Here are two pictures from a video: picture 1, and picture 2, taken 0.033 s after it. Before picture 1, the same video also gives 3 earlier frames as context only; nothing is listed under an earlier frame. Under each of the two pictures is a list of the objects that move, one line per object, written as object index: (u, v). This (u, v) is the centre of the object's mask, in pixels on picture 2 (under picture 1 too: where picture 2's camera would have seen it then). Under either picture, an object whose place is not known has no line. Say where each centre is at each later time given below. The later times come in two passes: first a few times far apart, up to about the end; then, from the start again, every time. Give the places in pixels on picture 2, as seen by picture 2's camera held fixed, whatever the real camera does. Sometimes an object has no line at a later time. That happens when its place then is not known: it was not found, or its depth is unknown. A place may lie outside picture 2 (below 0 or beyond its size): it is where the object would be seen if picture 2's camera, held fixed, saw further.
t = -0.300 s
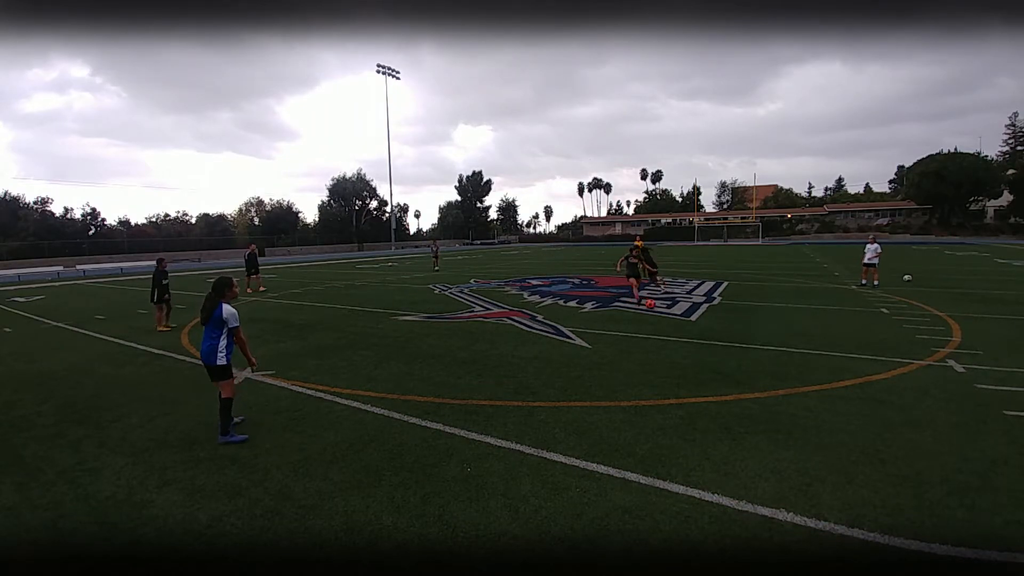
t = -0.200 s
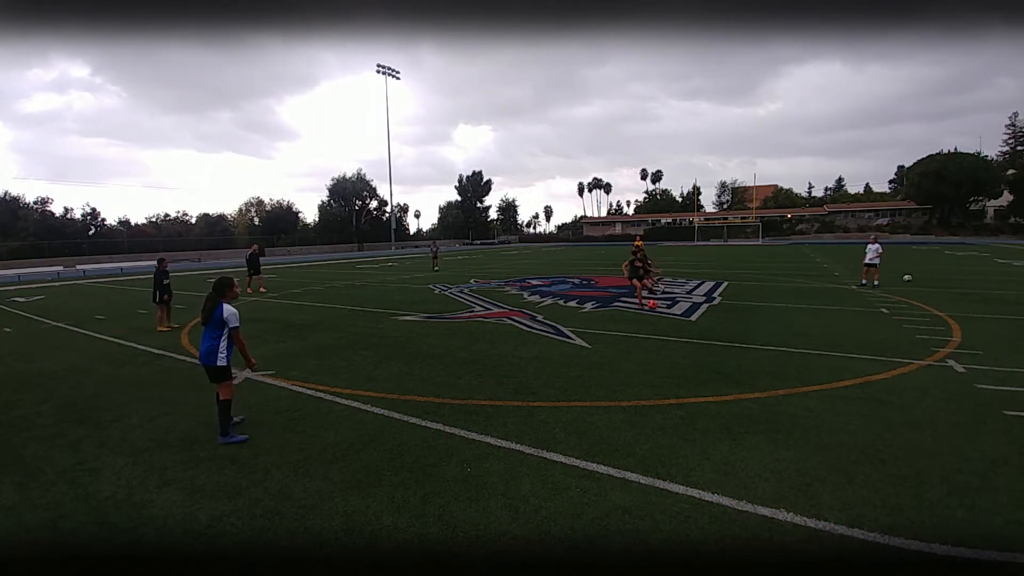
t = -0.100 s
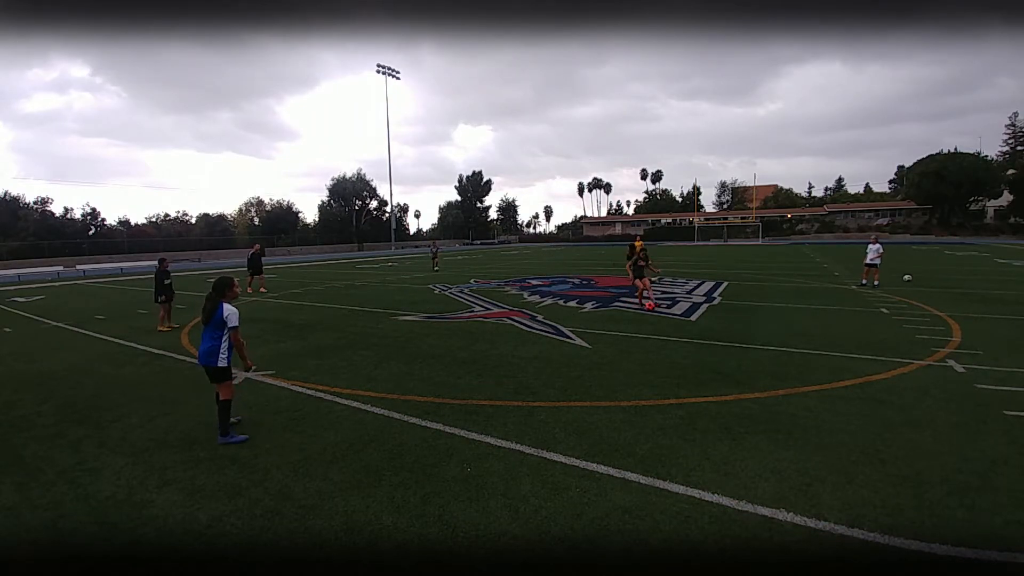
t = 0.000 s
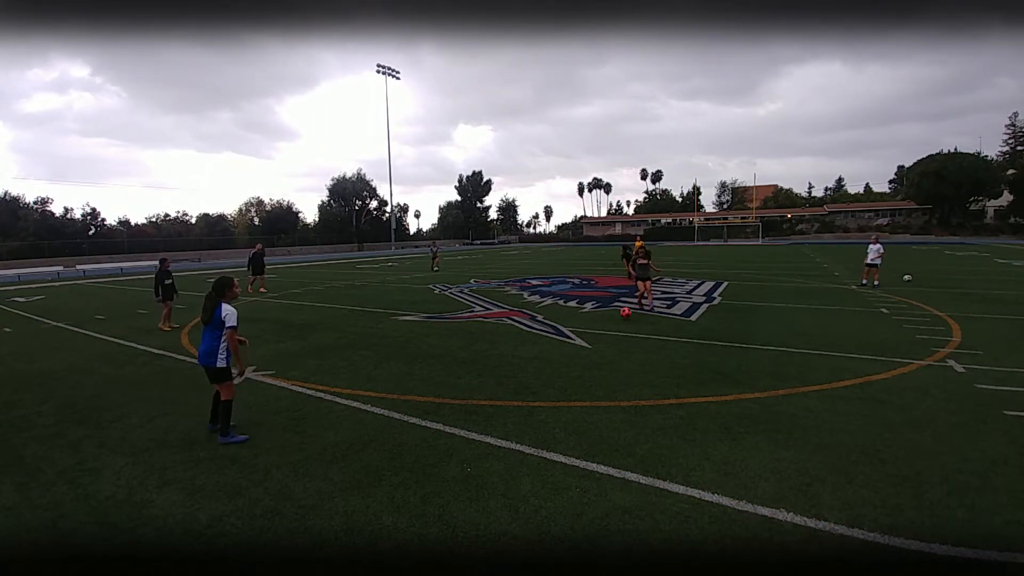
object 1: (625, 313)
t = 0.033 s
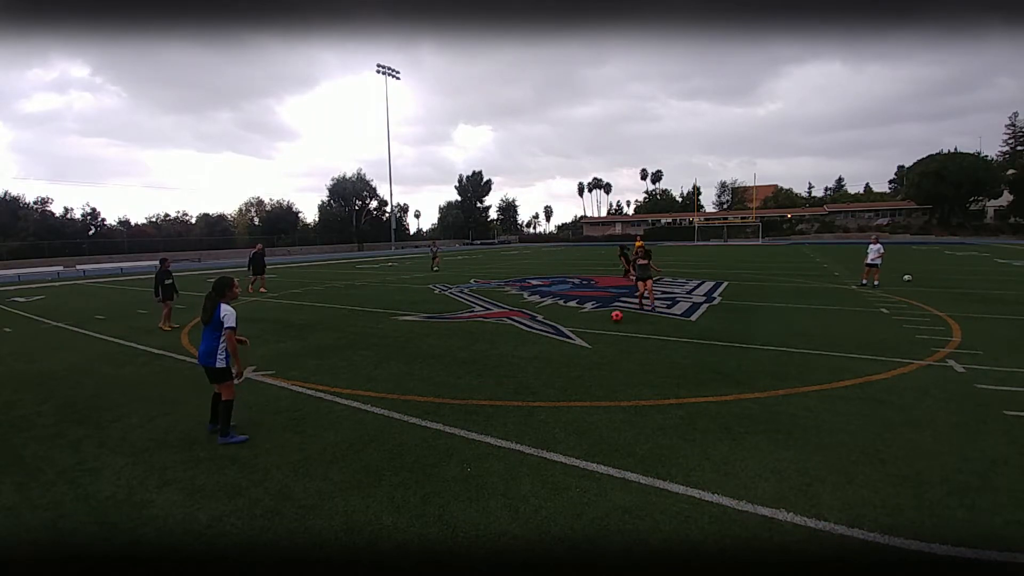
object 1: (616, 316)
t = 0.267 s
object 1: (539, 343)
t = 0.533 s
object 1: (414, 381)
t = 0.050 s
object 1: (611, 318)
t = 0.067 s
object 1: (607, 321)
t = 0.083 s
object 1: (601, 323)
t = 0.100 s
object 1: (597, 324)
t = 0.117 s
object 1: (592, 325)
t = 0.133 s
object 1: (587, 326)
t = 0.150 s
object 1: (582, 327)
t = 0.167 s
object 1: (576, 328)
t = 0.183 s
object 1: (571, 330)
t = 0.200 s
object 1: (565, 333)
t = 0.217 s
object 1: (558, 335)
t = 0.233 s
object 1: (552, 337)
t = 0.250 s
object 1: (545, 340)
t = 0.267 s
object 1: (539, 343)
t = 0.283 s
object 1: (532, 346)
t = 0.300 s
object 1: (525, 347)
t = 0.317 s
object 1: (519, 349)
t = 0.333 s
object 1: (512, 350)
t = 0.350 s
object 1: (504, 352)
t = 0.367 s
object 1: (498, 354)
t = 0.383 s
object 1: (490, 356)
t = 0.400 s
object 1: (482, 359)
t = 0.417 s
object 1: (474, 361)
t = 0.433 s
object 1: (466, 365)
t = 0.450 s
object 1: (457, 368)
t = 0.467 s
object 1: (449, 371)
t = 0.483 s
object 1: (441, 374)
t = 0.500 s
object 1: (432, 376)
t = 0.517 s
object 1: (423, 378)
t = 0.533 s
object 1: (414, 381)
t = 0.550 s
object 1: (405, 384)
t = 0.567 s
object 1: (395, 387)
